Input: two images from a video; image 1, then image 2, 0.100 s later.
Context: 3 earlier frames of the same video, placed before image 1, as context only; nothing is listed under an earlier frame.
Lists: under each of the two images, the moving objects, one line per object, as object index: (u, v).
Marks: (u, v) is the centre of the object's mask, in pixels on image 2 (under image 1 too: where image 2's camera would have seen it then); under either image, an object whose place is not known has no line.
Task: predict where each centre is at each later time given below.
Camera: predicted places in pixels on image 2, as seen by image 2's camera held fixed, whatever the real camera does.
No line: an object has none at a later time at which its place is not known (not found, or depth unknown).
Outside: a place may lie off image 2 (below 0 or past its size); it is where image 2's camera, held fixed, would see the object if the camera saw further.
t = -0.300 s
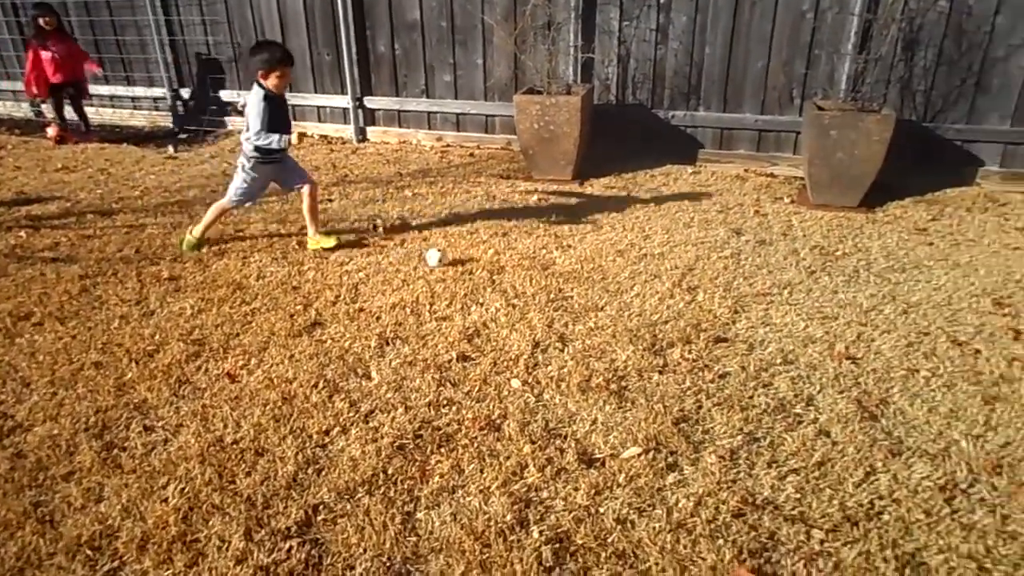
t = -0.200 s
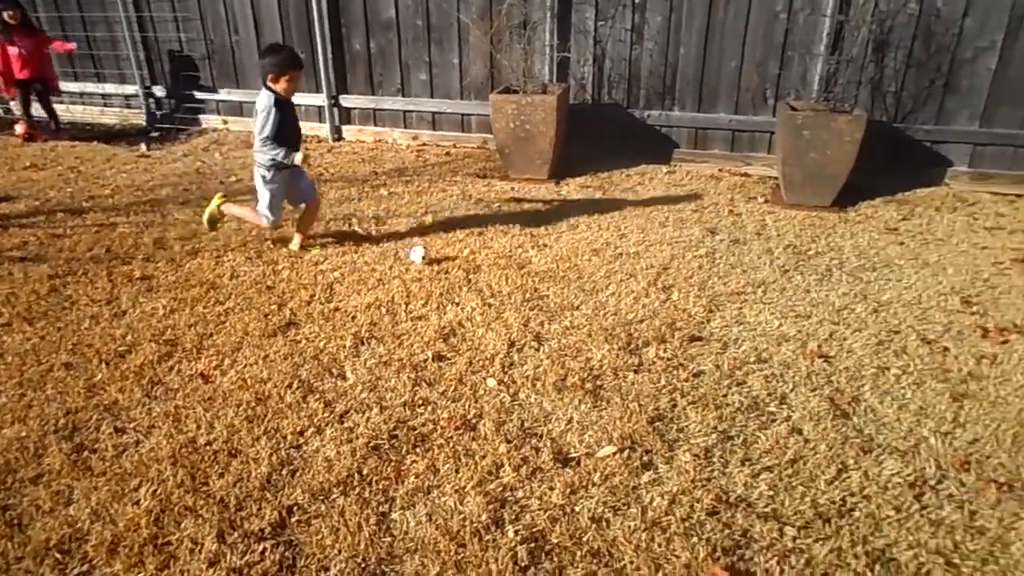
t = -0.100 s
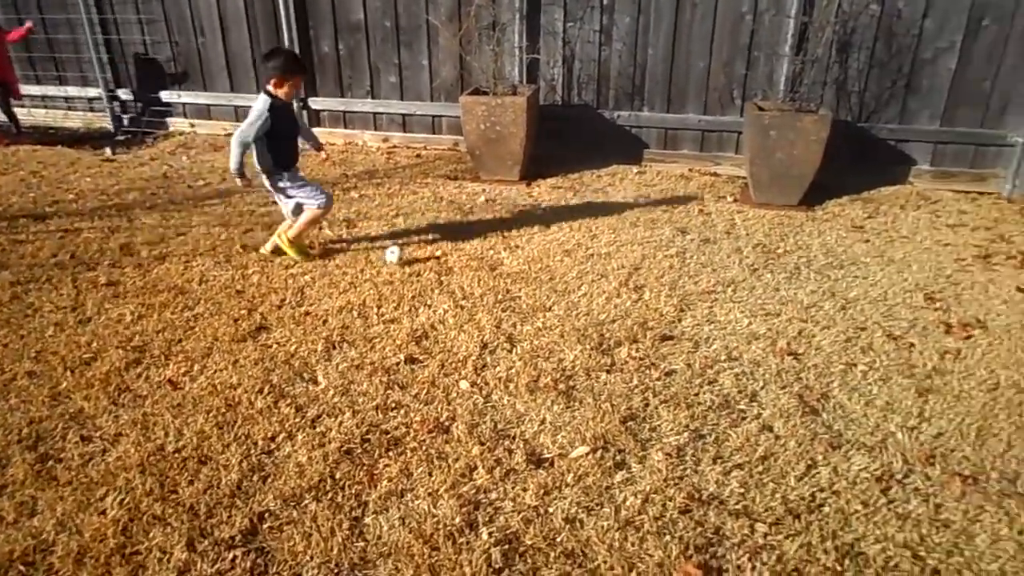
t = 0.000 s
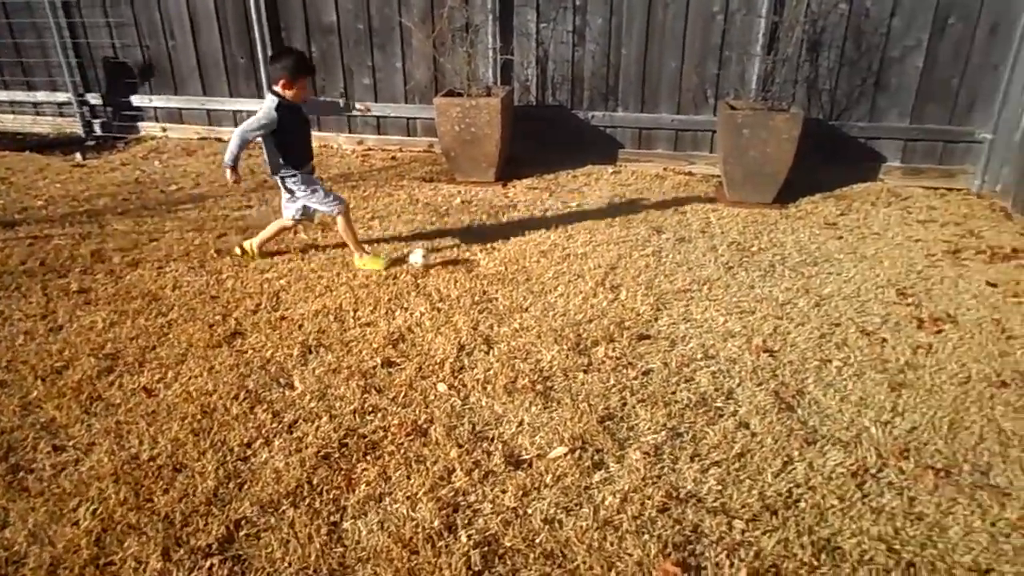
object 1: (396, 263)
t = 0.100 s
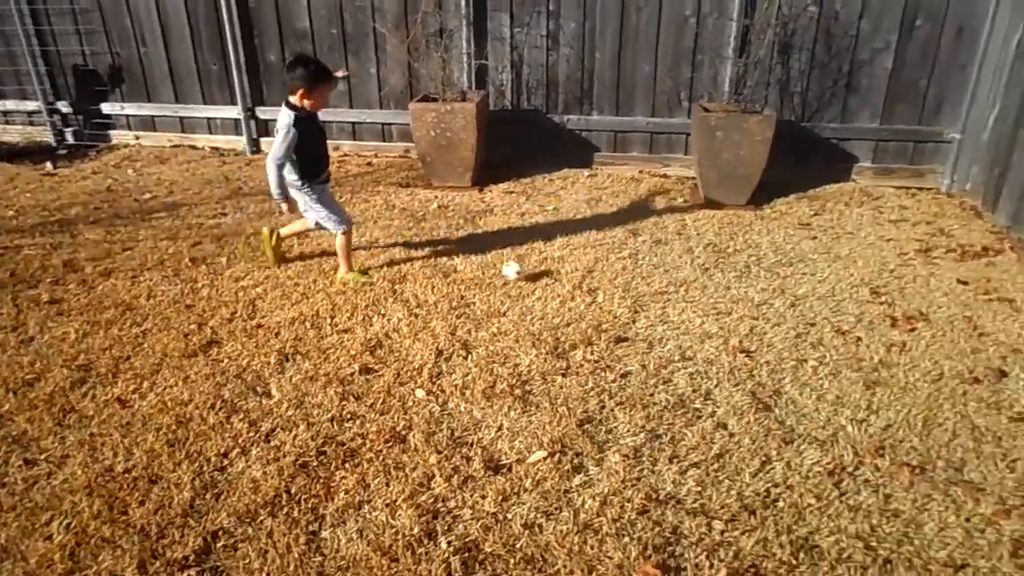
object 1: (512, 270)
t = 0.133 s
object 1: (549, 276)
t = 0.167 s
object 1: (583, 278)
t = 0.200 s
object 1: (612, 278)
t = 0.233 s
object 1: (638, 277)
